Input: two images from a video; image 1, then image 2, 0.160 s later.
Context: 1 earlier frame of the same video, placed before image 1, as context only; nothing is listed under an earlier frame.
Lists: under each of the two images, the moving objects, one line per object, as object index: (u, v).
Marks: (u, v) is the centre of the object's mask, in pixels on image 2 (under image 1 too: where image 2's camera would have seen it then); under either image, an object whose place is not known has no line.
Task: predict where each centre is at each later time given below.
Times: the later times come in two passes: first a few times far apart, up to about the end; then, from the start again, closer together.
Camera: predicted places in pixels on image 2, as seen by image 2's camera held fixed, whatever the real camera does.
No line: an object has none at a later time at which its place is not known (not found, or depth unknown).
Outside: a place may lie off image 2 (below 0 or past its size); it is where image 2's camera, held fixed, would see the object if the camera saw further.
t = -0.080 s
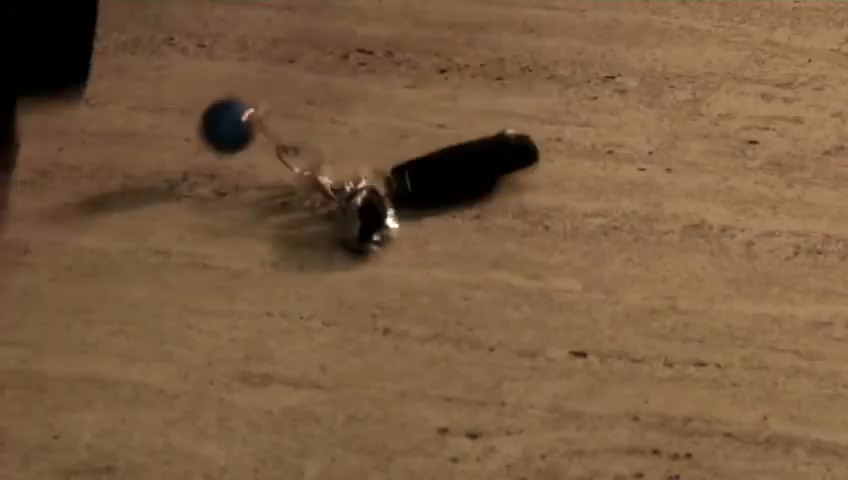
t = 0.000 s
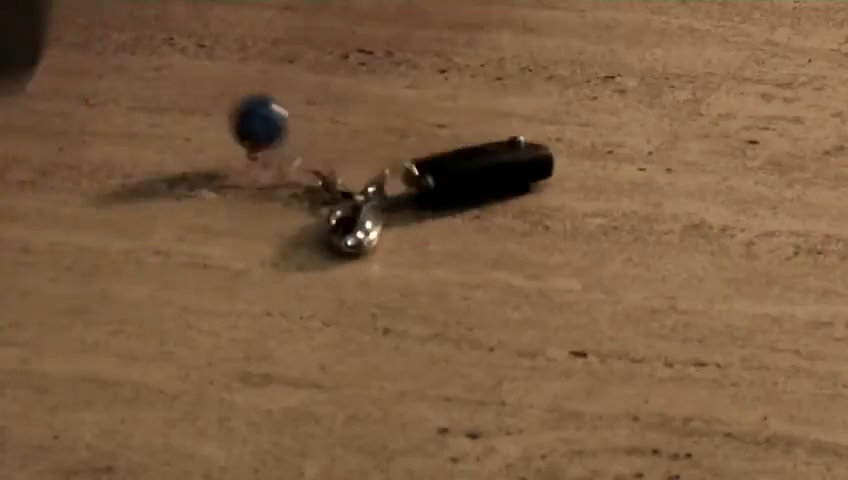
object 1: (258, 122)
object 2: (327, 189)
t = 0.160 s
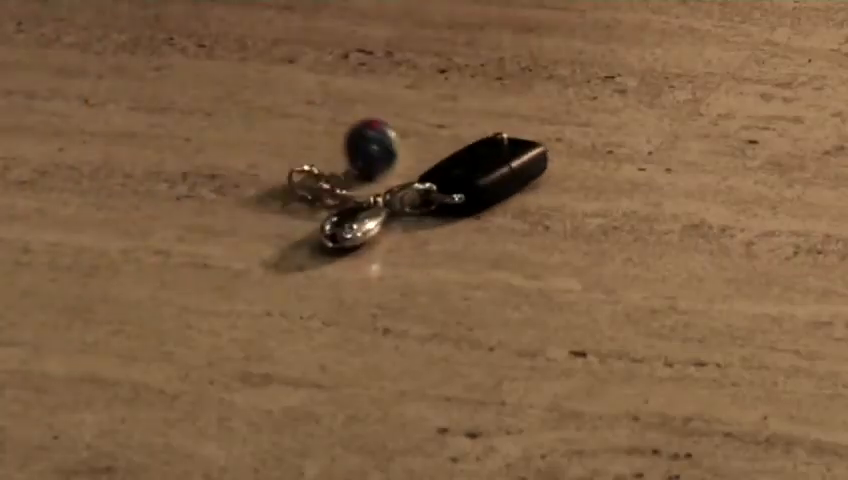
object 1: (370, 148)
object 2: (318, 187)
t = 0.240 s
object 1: (396, 157)
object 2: (317, 186)
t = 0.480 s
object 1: (366, 167)
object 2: (321, 189)
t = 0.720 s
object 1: (371, 164)
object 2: (323, 188)
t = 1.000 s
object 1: (373, 162)
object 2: (324, 188)
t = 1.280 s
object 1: (375, 160)
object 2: (323, 188)
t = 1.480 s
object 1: (374, 160)
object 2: (322, 187)
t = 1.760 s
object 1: (373, 158)
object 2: (320, 187)
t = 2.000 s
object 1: (369, 156)
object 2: (319, 187)
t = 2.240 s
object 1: (370, 157)
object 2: (320, 187)
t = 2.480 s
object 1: (370, 157)
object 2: (320, 188)
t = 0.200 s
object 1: (387, 152)
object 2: (318, 187)
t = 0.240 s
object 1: (396, 157)
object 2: (317, 186)
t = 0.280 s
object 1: (395, 162)
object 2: (318, 186)
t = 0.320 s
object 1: (389, 166)
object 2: (321, 185)
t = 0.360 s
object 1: (379, 170)
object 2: (321, 186)
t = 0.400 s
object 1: (372, 169)
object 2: (321, 186)
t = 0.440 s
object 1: (367, 168)
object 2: (319, 187)
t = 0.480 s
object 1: (366, 167)
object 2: (321, 189)
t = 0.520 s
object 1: (367, 166)
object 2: (321, 188)
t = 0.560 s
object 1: (368, 166)
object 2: (322, 188)
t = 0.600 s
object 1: (369, 166)
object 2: (322, 188)
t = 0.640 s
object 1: (369, 166)
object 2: (322, 188)
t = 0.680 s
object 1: (370, 165)
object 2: (323, 188)
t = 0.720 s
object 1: (371, 164)
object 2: (323, 188)
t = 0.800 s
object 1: (372, 163)
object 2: (324, 188)
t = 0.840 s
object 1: (372, 163)
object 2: (324, 188)
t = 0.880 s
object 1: (373, 162)
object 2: (324, 188)
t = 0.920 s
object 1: (373, 162)
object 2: (325, 188)
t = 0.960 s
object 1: (374, 162)
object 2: (324, 188)
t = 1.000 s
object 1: (373, 162)
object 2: (324, 188)
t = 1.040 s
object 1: (374, 162)
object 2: (324, 188)
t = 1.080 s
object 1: (374, 162)
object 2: (324, 188)
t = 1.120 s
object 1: (375, 161)
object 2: (325, 188)
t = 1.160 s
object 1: (375, 160)
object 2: (324, 188)
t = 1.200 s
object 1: (375, 160)
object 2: (324, 188)
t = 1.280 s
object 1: (375, 160)
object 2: (323, 188)
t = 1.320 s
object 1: (375, 160)
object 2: (324, 188)
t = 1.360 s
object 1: (375, 160)
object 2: (323, 188)
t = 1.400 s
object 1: (374, 160)
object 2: (322, 187)
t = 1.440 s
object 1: (375, 160)
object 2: (323, 188)
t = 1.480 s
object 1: (374, 160)
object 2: (322, 187)
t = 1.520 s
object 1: (374, 160)
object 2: (323, 188)
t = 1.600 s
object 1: (374, 159)
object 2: (322, 188)
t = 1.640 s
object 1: (374, 159)
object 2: (322, 187)
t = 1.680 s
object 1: (374, 159)
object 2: (321, 187)
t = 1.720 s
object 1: (374, 158)
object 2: (321, 187)
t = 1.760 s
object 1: (373, 158)
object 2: (320, 187)
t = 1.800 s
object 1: (372, 158)
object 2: (320, 187)
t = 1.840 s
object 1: (371, 157)
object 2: (319, 187)
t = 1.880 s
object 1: (370, 157)
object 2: (319, 187)
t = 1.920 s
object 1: (370, 157)
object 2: (319, 187)
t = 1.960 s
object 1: (369, 156)
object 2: (319, 187)
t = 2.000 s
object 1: (369, 156)
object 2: (319, 187)
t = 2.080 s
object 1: (370, 157)
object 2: (319, 187)
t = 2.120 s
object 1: (370, 157)
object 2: (319, 187)
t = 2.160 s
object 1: (370, 157)
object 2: (319, 187)
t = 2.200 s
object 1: (370, 157)
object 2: (319, 187)
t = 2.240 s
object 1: (370, 157)
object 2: (320, 187)
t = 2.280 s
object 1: (370, 157)
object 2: (320, 188)
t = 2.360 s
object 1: (370, 157)
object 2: (320, 188)
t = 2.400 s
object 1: (370, 157)
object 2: (320, 188)
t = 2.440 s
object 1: (370, 157)
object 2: (320, 188)
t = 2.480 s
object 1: (370, 157)
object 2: (320, 188)
